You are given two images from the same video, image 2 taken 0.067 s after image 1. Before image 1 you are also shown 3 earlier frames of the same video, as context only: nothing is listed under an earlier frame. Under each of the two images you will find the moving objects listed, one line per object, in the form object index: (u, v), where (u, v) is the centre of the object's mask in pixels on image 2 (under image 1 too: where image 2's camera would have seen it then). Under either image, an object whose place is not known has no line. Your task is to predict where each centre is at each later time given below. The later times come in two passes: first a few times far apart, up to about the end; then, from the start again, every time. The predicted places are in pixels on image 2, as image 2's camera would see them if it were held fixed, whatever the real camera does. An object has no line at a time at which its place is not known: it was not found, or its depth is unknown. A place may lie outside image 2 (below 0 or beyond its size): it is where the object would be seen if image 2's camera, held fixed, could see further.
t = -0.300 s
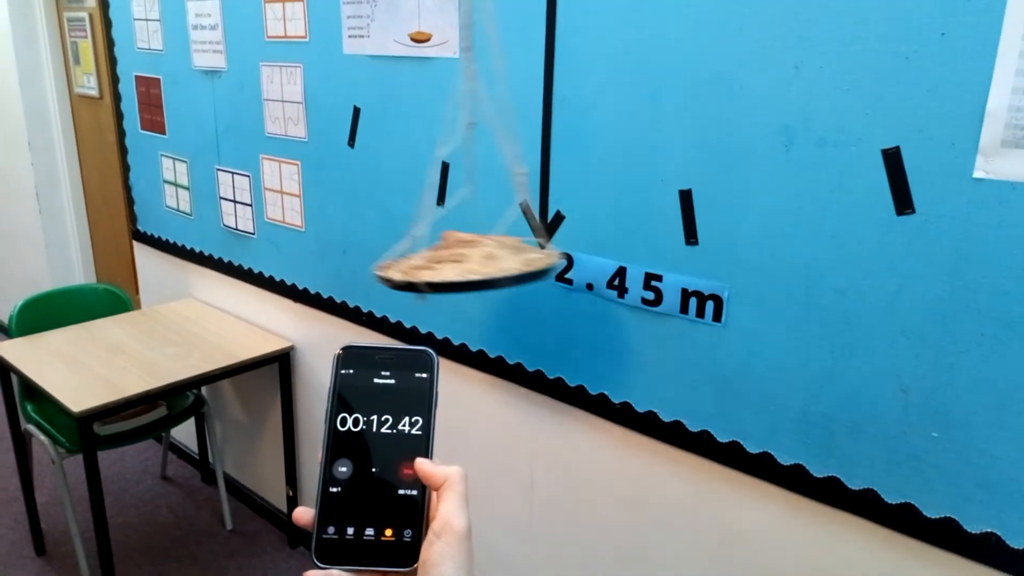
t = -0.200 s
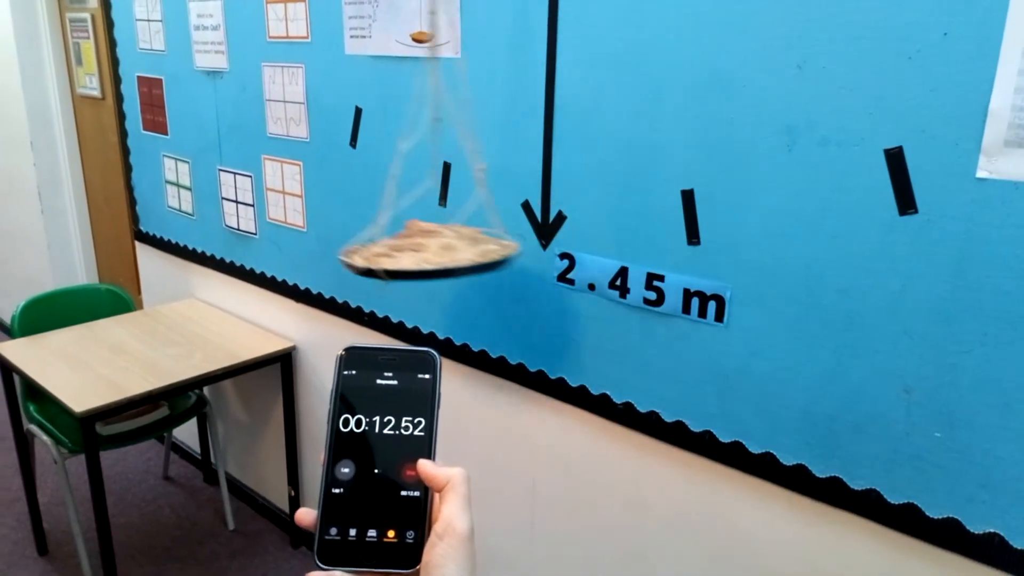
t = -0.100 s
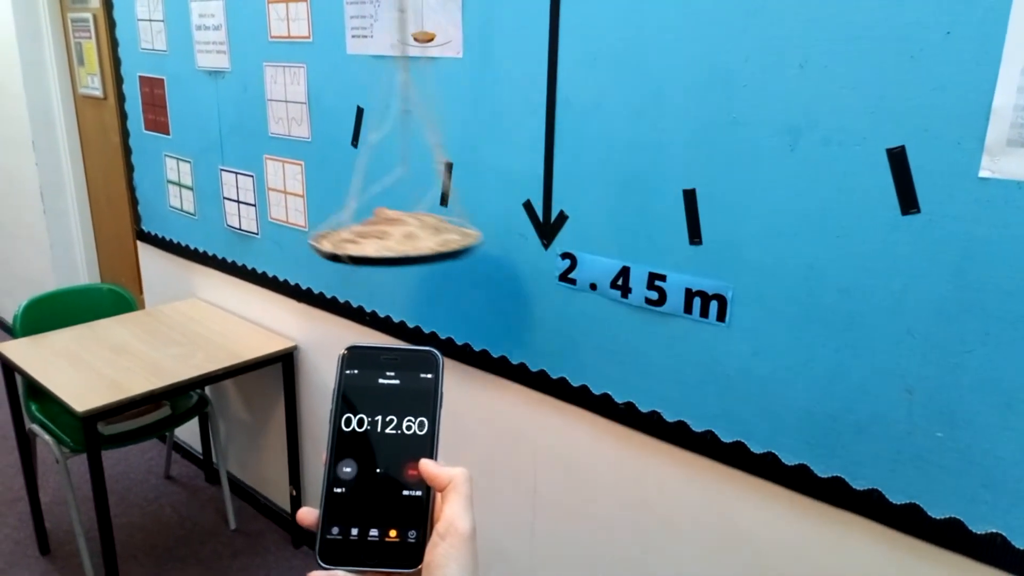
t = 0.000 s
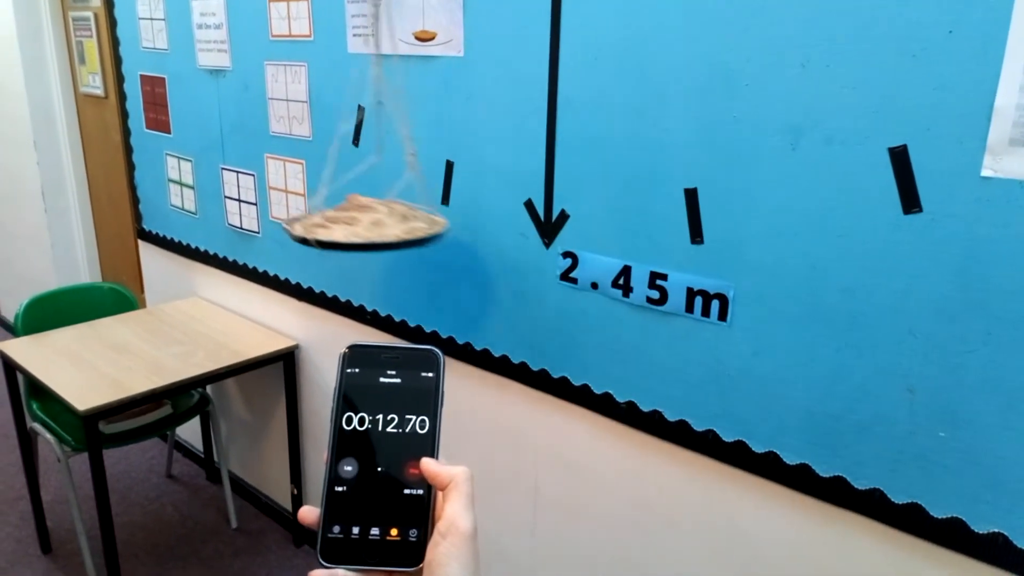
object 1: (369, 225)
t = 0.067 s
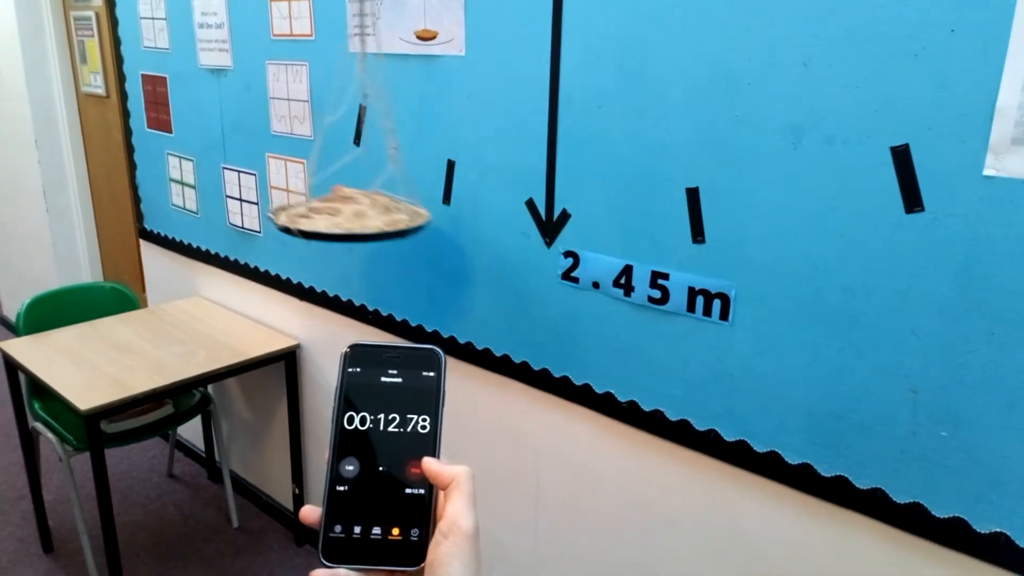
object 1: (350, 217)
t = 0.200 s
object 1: (322, 202)
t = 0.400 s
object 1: (297, 185)
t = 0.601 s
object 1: (294, 182)
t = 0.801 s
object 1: (312, 192)
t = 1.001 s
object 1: (350, 211)
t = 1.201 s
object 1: (407, 236)
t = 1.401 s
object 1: (483, 260)
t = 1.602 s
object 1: (570, 277)
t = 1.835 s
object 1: (665, 286)
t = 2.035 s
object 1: (711, 289)
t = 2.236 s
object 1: (705, 289)
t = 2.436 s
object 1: (648, 288)
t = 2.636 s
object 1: (560, 279)
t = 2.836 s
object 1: (471, 262)
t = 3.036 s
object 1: (396, 238)
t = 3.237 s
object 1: (342, 213)
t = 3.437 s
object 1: (309, 194)
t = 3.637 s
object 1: (295, 184)
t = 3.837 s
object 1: (303, 187)
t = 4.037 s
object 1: (330, 202)
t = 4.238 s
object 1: (377, 225)
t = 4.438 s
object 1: (443, 249)
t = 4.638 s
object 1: (522, 269)
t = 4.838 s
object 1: (608, 282)
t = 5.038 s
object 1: (676, 286)
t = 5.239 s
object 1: (707, 289)
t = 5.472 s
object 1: (668, 288)
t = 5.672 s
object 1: (592, 283)
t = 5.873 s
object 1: (505, 271)
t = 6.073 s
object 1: (426, 250)
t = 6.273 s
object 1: (366, 226)
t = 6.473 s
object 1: (324, 203)
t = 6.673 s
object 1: (302, 189)
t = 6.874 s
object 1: (300, 186)
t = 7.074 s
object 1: (319, 195)
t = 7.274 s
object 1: (357, 215)
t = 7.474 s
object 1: (410, 238)
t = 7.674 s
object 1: (482, 260)
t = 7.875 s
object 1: (562, 277)
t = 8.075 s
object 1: (644, 287)
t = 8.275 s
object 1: (687, 289)
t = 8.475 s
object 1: (691, 291)
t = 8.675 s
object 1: (639, 289)
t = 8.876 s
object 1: (559, 281)
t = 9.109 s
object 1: (462, 261)
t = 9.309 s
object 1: (395, 238)
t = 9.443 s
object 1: (359, 222)
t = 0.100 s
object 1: (343, 213)
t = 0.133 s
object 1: (335, 209)
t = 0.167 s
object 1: (328, 205)
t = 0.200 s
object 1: (322, 202)
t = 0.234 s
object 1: (317, 198)
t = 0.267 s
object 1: (313, 195)
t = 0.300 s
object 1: (308, 192)
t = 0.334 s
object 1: (304, 190)
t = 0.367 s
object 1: (300, 187)
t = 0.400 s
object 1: (297, 185)
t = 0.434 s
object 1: (295, 184)
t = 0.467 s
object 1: (294, 183)
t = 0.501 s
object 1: (293, 182)
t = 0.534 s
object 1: (293, 181)
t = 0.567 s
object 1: (293, 181)
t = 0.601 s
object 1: (294, 182)
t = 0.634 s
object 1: (295, 182)
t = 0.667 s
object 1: (297, 183)
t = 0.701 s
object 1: (300, 185)
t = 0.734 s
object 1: (303, 187)
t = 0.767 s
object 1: (307, 189)
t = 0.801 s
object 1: (312, 192)
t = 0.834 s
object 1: (316, 194)
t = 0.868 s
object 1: (322, 197)
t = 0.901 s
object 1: (328, 200)
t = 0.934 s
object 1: (335, 204)
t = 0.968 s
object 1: (342, 207)
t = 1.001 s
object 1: (350, 211)
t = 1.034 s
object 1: (358, 215)
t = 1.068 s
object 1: (366, 219)
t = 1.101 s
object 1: (375, 223)
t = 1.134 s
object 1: (386, 227)
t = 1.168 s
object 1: (396, 232)
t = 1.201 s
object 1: (407, 236)
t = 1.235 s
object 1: (418, 240)
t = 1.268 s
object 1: (431, 244)
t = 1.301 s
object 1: (443, 247)
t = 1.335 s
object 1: (455, 252)
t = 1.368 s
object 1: (469, 256)
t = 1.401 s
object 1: (483, 260)
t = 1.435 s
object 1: (496, 263)
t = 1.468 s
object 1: (511, 266)
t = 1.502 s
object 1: (525, 270)
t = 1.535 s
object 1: (541, 273)
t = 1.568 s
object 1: (556, 275)
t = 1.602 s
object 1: (570, 277)
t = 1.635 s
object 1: (585, 280)
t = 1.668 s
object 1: (601, 281)
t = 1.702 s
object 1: (616, 282)
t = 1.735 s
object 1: (625, 282)
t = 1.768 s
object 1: (638, 284)
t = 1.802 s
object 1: (656, 286)
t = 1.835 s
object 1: (665, 286)
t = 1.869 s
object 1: (675, 287)
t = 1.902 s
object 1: (684, 287)
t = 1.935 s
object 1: (693, 287)
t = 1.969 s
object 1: (701, 288)
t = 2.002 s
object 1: (707, 289)
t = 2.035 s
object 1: (711, 289)
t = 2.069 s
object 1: (715, 289)
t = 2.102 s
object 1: (717, 289)
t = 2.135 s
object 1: (721, 289)
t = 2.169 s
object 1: (715, 289)
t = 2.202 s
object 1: (710, 289)
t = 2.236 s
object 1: (705, 289)
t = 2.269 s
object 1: (698, 289)
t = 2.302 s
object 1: (693, 289)
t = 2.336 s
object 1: (683, 289)
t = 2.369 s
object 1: (673, 289)
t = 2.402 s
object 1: (661, 288)
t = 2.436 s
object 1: (648, 288)
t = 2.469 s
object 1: (634, 287)
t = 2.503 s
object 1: (621, 286)
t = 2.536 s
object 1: (605, 284)
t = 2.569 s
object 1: (590, 283)
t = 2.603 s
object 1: (574, 281)
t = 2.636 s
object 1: (560, 279)
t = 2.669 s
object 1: (544, 277)
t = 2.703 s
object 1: (529, 274)
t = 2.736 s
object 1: (514, 272)
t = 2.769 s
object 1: (499, 269)
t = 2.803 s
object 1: (485, 265)
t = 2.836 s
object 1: (471, 262)
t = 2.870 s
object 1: (457, 258)
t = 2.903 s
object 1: (444, 254)
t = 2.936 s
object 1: (431, 250)
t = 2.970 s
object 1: (419, 247)
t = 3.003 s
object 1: (408, 242)
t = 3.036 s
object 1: (396, 238)
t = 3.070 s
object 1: (386, 234)
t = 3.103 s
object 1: (376, 230)
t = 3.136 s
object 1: (367, 226)
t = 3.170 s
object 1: (358, 221)
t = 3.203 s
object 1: (350, 217)
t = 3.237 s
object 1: (342, 213)
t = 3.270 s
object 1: (334, 209)
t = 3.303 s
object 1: (329, 206)
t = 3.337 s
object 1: (322, 203)
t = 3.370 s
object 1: (317, 199)
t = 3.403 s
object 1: (313, 197)
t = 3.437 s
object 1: (309, 194)
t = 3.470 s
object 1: (305, 191)
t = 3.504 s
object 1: (301, 189)
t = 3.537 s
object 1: (299, 187)
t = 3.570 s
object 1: (297, 186)
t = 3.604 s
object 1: (296, 185)
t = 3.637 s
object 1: (295, 184)
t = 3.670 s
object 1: (295, 184)
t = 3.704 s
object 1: (296, 183)
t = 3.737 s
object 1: (297, 184)
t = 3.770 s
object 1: (298, 185)
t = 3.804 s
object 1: (300, 186)
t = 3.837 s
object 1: (303, 187)
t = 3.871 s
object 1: (306, 189)
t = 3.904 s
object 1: (310, 191)
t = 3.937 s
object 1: (314, 193)
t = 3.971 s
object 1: (319, 196)
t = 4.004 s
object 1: (325, 199)
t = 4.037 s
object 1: (330, 202)
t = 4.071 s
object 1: (337, 205)
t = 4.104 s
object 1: (345, 209)
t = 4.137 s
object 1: (351, 213)
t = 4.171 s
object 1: (360, 217)
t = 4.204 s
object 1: (369, 220)
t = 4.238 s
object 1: (377, 225)
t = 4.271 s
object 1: (387, 229)
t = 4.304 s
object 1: (398, 233)
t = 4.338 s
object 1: (407, 237)
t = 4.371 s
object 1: (418, 241)
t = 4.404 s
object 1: (430, 245)
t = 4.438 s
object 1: (443, 249)
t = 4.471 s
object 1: (454, 253)
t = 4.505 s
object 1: (467, 257)
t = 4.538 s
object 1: (481, 260)
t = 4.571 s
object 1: (494, 263)
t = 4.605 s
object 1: (508, 266)
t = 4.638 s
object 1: (522, 269)
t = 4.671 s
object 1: (537, 272)
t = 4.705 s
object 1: (550, 274)
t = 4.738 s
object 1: (565, 277)
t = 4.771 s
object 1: (580, 279)
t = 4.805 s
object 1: (594, 280)
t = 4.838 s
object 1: (608, 282)
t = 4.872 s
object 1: (622, 283)
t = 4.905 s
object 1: (634, 284)
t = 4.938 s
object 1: (647, 285)
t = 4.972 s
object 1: (660, 286)
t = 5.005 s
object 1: (670, 287)
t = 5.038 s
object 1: (676, 286)
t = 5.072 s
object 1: (685, 287)
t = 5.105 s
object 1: (693, 288)
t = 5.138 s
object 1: (702, 289)
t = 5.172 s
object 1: (705, 289)
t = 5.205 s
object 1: (708, 289)
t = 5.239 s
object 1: (707, 289)
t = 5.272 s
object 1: (706, 289)
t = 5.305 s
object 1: (702, 289)
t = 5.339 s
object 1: (697, 288)
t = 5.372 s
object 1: (692, 289)
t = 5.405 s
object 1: (688, 289)
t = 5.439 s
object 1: (677, 288)
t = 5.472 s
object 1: (668, 288)
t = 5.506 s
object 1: (657, 288)
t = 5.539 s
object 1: (648, 287)
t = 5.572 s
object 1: (633, 287)
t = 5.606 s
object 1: (622, 286)
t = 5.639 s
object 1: (606, 285)
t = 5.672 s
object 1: (592, 283)
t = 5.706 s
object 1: (579, 282)
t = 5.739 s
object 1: (564, 281)
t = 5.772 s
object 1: (548, 279)
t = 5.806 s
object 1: (534, 276)
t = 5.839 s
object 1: (519, 274)
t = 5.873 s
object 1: (505, 271)
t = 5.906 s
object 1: (491, 268)
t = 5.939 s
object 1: (477, 265)
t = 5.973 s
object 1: (463, 261)
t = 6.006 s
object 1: (451, 258)
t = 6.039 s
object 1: (439, 254)
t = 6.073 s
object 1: (426, 250)
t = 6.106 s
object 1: (415, 246)
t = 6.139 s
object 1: (405, 242)
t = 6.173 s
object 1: (394, 238)
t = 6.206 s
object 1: (384, 234)
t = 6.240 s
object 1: (376, 230)
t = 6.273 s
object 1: (366, 226)
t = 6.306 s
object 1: (359, 222)
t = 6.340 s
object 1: (351, 218)
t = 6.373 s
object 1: (343, 214)
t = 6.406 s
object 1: (336, 210)
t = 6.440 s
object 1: (330, 207)
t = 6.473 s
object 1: (324, 203)
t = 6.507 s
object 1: (320, 200)
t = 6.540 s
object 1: (315, 197)
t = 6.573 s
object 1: (310, 194)
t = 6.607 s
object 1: (307, 192)
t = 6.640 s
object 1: (304, 190)
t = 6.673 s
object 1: (302, 189)
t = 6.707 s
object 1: (301, 187)
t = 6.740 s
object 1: (300, 186)
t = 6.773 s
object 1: (299, 186)
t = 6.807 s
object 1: (299, 185)
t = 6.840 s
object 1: (300, 185)
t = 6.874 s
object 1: (300, 186)
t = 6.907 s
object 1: (302, 187)
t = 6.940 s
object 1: (304, 188)
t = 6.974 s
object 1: (307, 189)
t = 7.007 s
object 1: (310, 191)
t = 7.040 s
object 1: (314, 193)
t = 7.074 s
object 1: (319, 195)
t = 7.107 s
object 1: (323, 198)
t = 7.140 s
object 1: (330, 201)
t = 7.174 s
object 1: (335, 204)
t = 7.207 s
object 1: (341, 207)
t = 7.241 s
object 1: (348, 211)
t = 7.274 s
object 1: (357, 215)
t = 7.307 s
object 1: (365, 218)
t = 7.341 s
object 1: (373, 222)
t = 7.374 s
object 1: (382, 226)
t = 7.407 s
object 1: (390, 230)
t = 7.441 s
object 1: (400, 234)
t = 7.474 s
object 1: (410, 238)
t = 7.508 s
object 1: (421, 242)
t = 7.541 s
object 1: (433, 246)
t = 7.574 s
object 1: (445, 250)
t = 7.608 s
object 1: (456, 254)
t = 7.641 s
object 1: (469, 257)
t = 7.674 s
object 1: (482, 260)
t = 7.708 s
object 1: (494, 264)
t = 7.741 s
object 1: (508, 267)
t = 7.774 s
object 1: (522, 270)
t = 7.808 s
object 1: (535, 273)
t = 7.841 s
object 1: (549, 275)
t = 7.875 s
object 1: (562, 277)
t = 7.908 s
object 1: (576, 279)
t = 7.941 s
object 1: (590, 281)
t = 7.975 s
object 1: (603, 282)
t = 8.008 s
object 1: (616, 284)
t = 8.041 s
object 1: (630, 285)
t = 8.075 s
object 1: (644, 287)
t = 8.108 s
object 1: (653, 287)
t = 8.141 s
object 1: (663, 288)
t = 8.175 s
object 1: (673, 289)
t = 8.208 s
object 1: (680, 289)
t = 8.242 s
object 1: (682, 289)
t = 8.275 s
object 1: (687, 289)
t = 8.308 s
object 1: (691, 289)
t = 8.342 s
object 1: (696, 290)
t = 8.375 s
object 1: (697, 290)
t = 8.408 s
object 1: (695, 290)
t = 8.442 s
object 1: (693, 290)
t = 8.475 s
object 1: (691, 291)
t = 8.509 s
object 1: (681, 290)
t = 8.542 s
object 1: (678, 291)
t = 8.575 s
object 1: (669, 290)
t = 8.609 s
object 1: (661, 290)
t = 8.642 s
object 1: (651, 290)
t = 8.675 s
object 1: (639, 289)
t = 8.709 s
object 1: (626, 288)
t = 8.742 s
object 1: (613, 287)
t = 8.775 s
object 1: (601, 286)
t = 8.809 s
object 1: (584, 284)
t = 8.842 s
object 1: (571, 283)
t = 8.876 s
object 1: (559, 281)
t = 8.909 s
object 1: (543, 279)
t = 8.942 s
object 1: (530, 276)
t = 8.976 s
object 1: (515, 274)
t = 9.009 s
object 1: (501, 271)
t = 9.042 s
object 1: (488, 268)
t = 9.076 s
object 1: (475, 265)
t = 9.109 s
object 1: (462, 261)
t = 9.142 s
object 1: (450, 257)
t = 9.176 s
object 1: (437, 254)
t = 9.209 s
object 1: (427, 250)
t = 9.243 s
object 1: (415, 246)
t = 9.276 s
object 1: (405, 242)
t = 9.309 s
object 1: (395, 238)
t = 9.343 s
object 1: (385, 234)
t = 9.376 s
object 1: (376, 230)
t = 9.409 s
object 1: (367, 226)
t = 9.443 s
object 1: (359, 222)
